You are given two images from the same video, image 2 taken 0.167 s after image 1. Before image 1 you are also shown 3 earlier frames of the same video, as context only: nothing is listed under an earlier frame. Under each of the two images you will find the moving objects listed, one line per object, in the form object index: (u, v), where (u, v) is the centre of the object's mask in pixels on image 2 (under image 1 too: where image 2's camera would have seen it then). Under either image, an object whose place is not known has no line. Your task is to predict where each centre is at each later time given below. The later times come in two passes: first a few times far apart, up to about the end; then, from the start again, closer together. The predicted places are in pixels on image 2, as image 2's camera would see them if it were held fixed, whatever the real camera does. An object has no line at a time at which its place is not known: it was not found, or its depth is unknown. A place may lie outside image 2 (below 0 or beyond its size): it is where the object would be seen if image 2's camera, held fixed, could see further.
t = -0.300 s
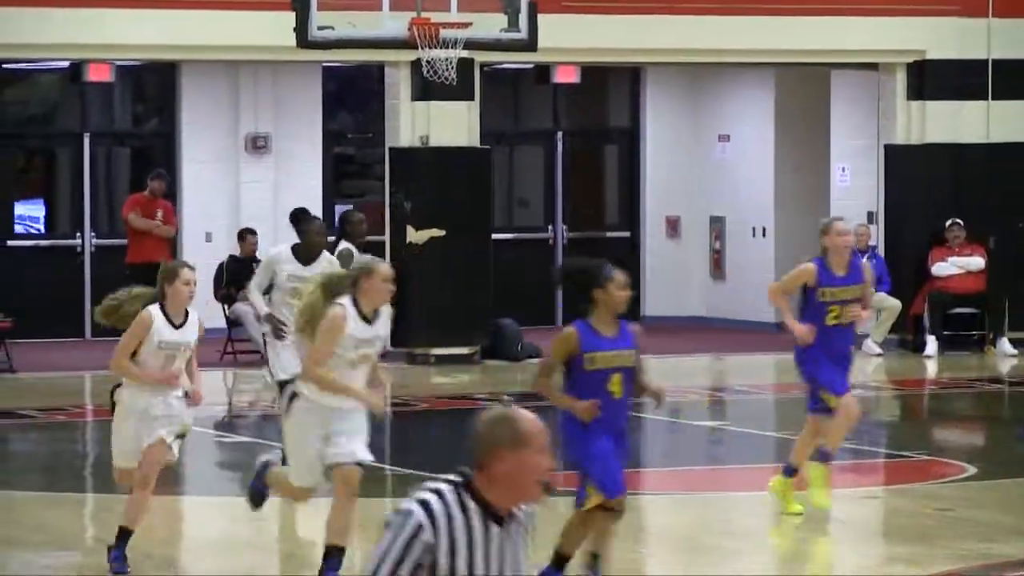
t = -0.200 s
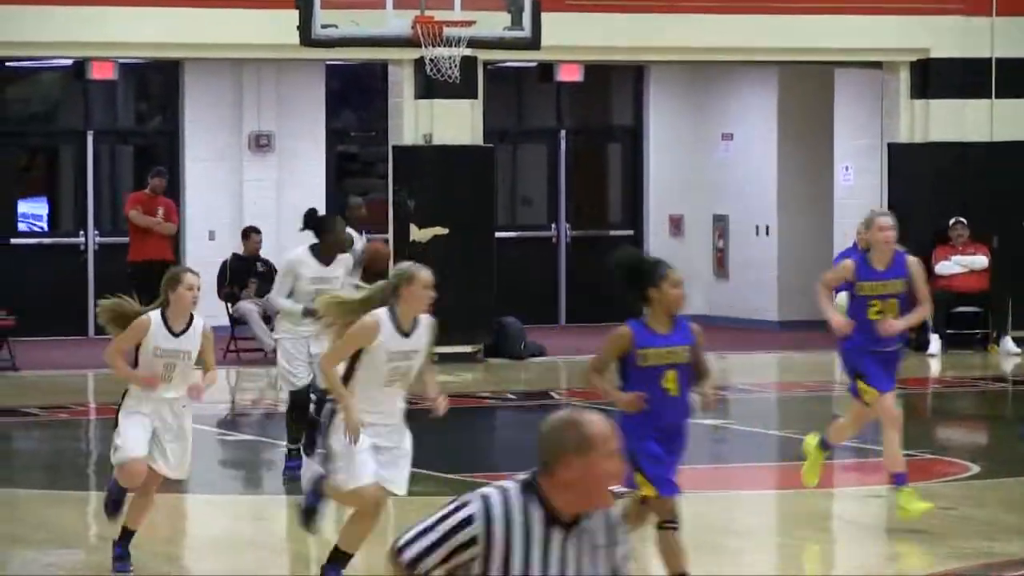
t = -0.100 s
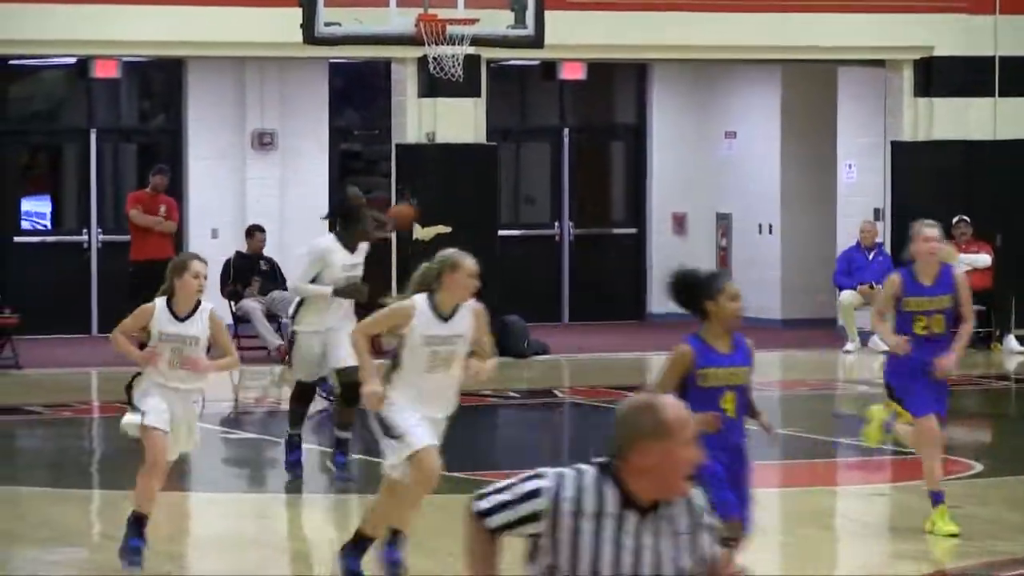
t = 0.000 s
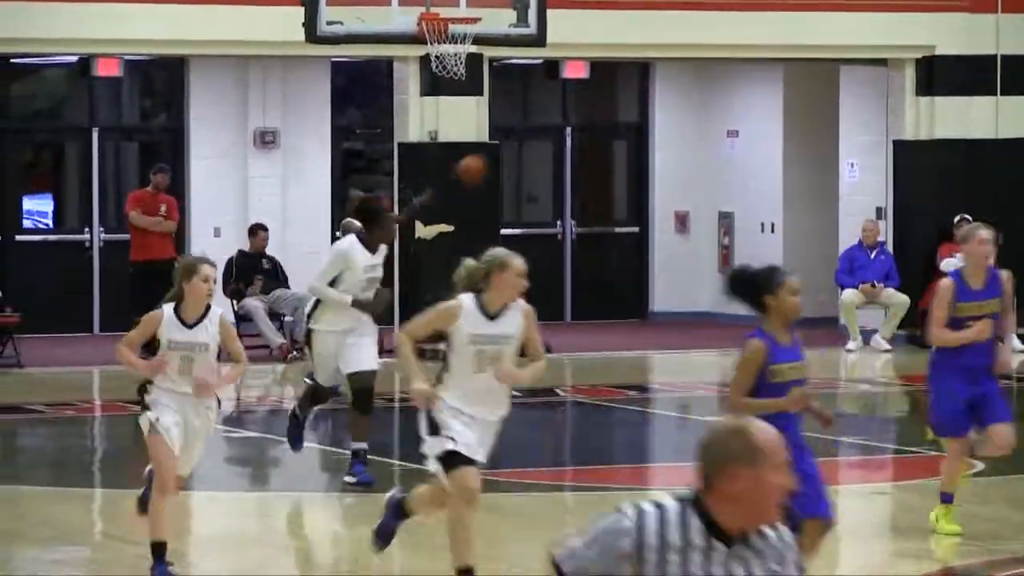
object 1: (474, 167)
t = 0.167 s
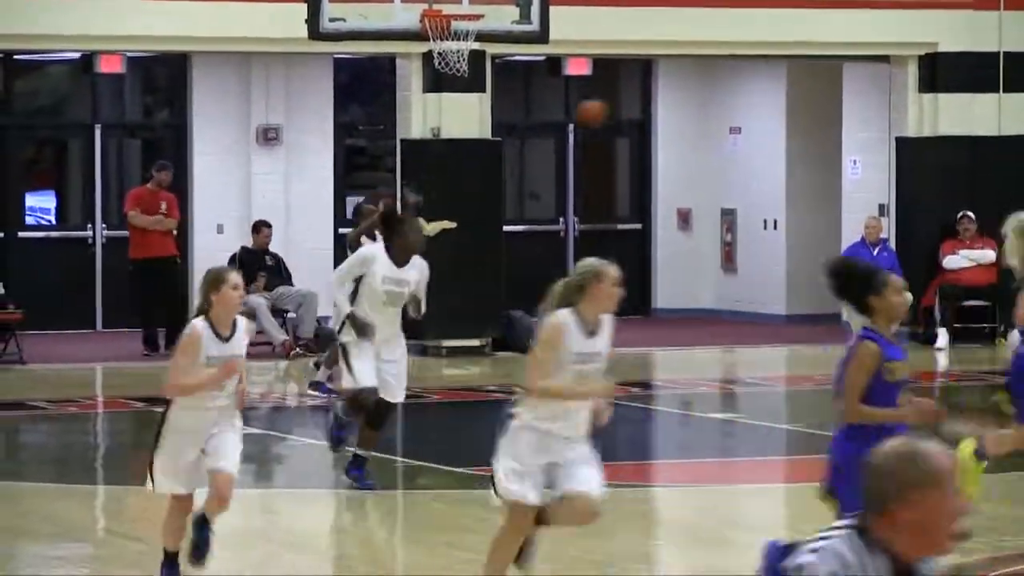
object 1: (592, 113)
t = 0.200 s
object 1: (616, 106)
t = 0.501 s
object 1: (841, 109)
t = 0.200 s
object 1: (616, 106)
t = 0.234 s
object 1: (640, 100)
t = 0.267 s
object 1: (665, 96)
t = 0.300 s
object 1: (691, 94)
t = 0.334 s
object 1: (715, 94)
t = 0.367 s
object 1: (740, 93)
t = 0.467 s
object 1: (816, 102)
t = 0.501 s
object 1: (841, 109)
